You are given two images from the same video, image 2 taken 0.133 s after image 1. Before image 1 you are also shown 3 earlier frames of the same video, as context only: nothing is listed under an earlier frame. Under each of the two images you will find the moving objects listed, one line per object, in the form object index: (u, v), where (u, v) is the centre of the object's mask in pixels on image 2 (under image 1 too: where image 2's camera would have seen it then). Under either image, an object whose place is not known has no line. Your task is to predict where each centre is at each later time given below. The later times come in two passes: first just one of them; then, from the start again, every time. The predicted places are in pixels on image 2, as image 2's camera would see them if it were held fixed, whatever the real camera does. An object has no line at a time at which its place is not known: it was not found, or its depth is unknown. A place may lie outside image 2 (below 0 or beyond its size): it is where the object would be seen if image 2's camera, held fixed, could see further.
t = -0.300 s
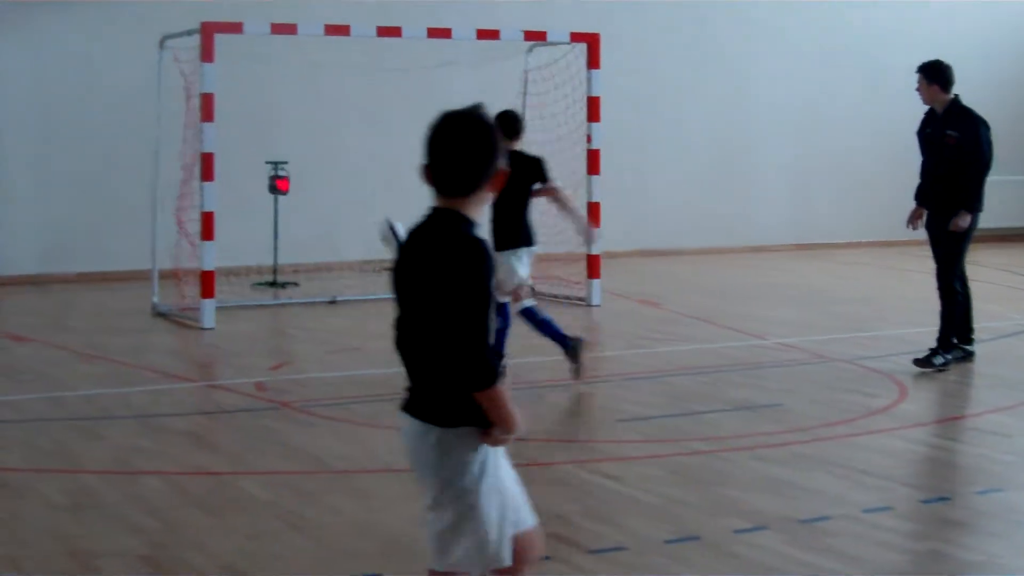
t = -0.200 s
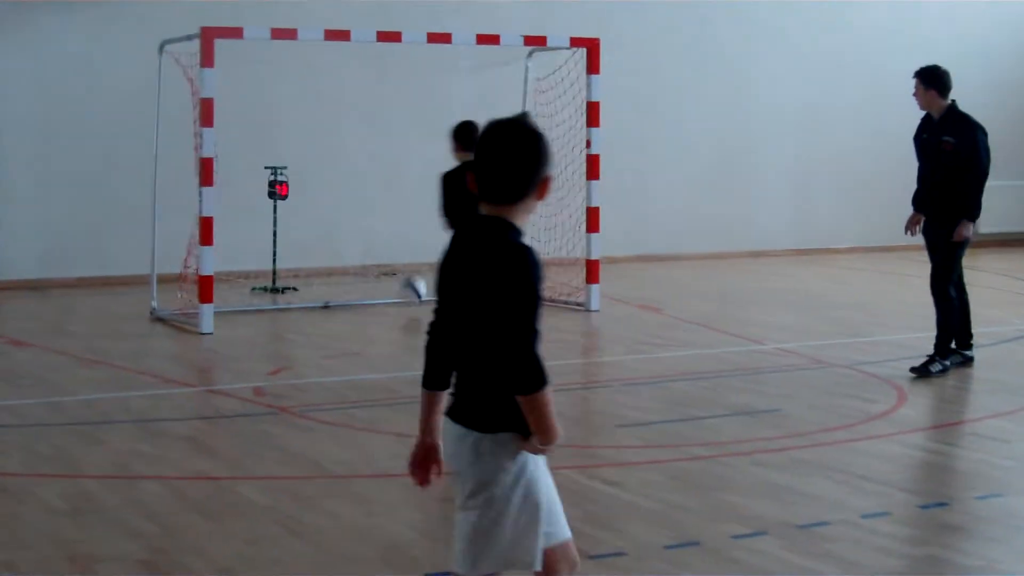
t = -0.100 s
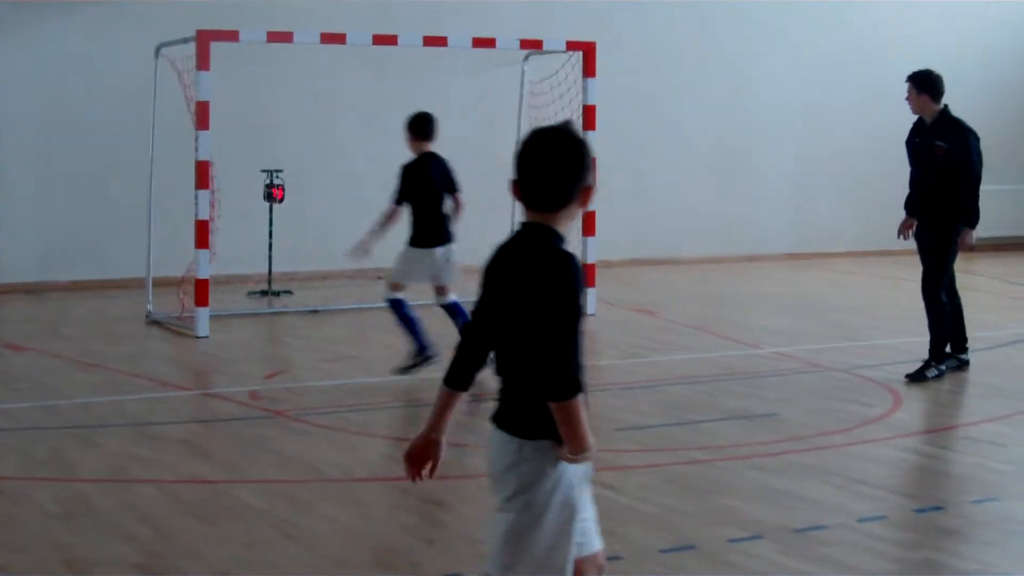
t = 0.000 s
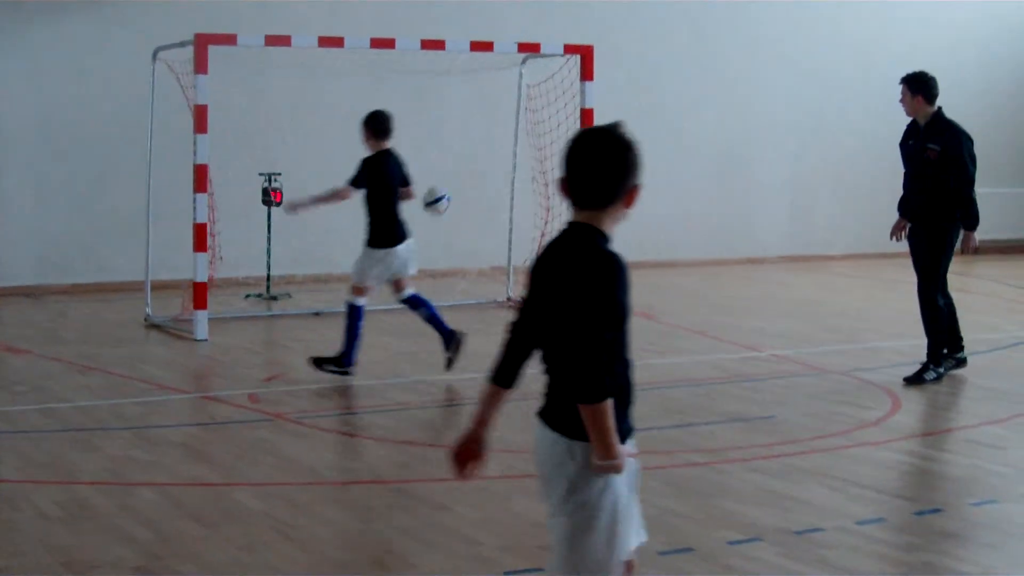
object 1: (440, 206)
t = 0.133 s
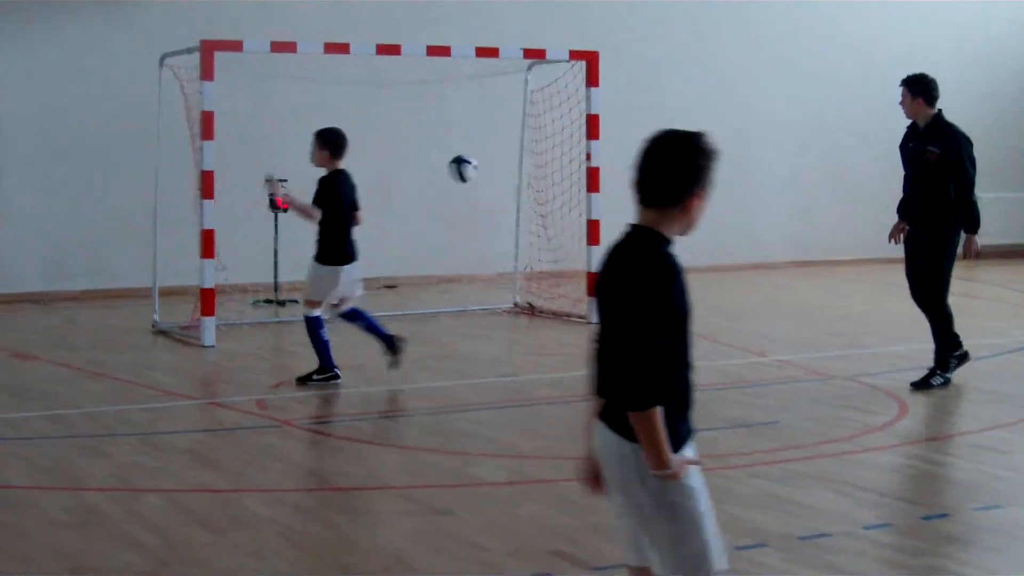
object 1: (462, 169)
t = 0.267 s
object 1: (488, 153)
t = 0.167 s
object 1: (469, 162)
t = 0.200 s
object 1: (475, 158)
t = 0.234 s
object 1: (479, 154)
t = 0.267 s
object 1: (488, 153)
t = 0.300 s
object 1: (490, 152)
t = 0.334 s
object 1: (497, 155)
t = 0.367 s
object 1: (505, 157)
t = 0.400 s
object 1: (511, 162)
